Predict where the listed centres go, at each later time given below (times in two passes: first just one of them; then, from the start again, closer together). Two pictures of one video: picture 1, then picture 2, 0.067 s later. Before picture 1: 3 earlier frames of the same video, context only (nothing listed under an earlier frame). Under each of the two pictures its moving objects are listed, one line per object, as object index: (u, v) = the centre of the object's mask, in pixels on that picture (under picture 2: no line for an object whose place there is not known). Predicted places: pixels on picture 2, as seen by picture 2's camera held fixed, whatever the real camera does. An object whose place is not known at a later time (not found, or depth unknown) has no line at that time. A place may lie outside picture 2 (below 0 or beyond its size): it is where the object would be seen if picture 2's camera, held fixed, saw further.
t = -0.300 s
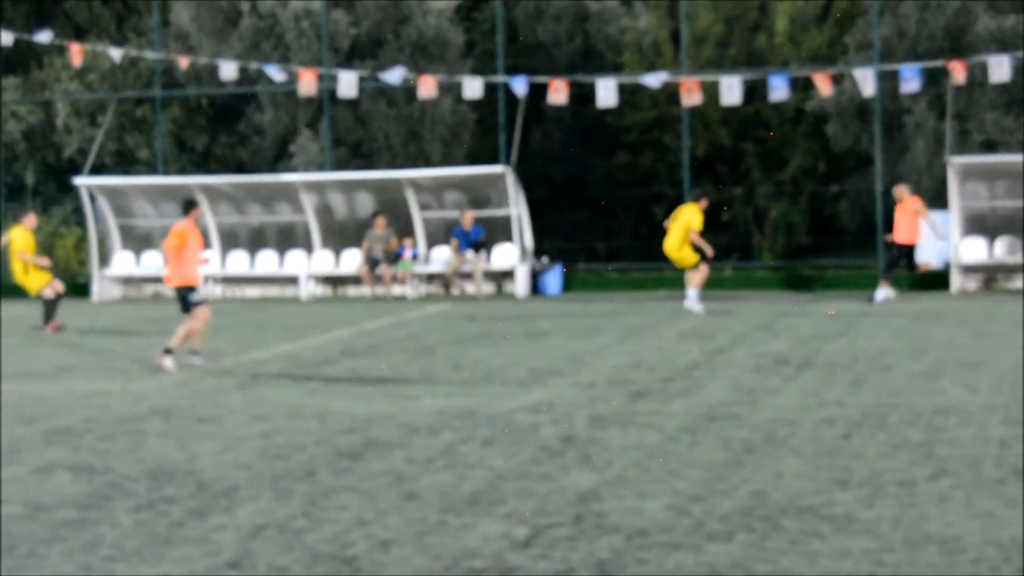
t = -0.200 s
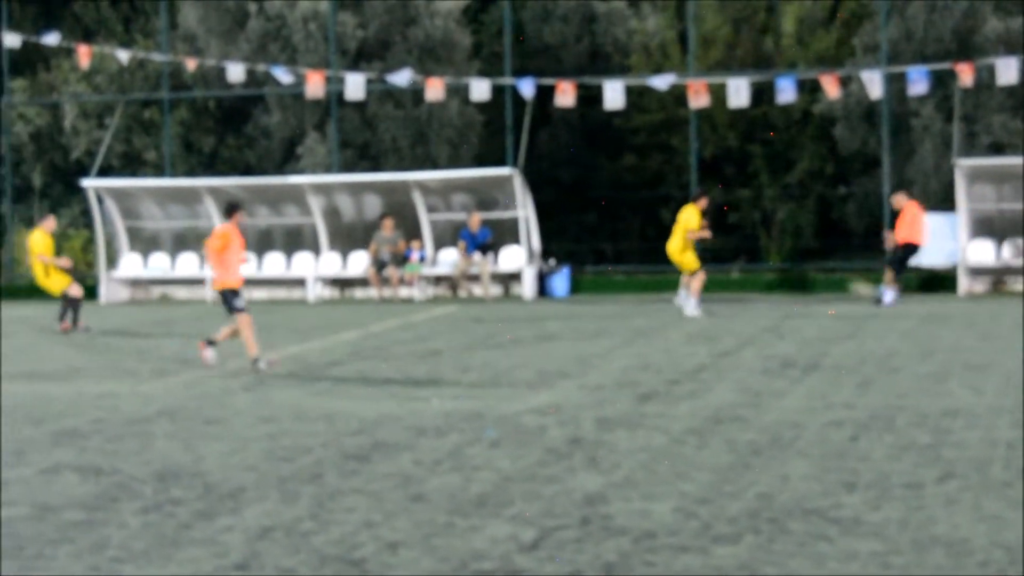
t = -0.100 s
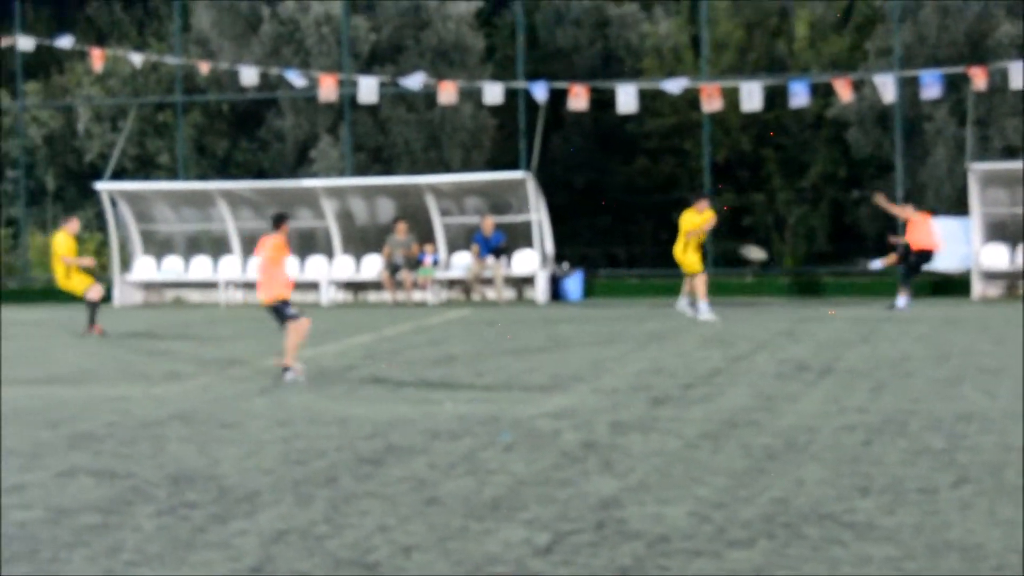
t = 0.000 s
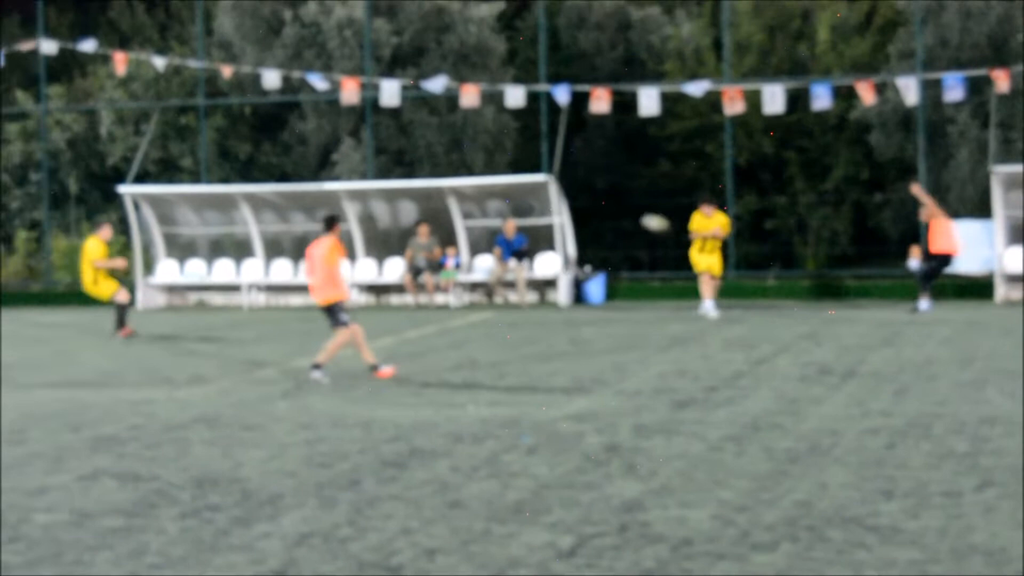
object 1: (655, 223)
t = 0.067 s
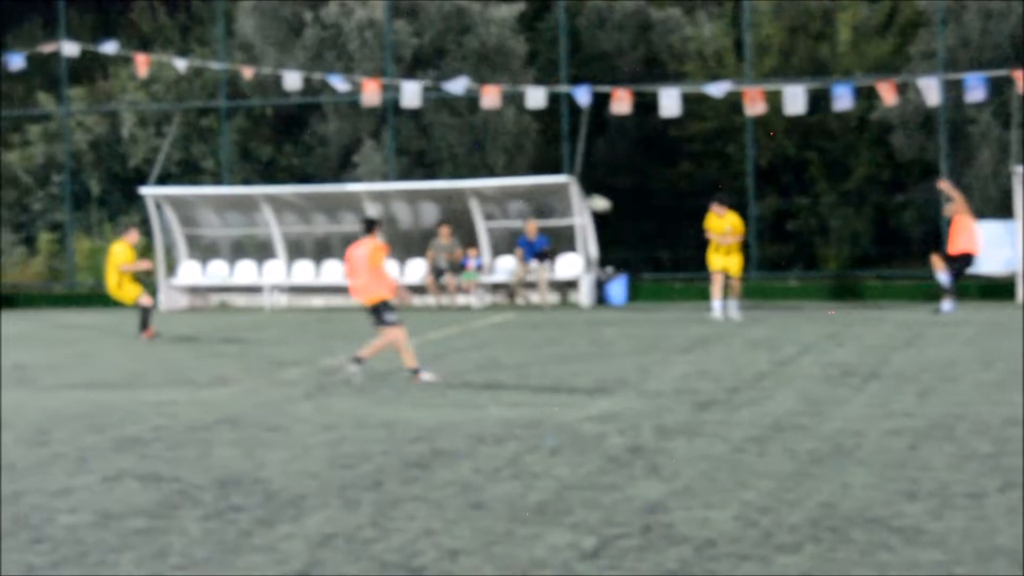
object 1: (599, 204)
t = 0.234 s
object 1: (421, 162)
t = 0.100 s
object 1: (560, 194)
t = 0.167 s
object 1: (488, 175)
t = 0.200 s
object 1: (455, 169)
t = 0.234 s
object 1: (421, 162)
